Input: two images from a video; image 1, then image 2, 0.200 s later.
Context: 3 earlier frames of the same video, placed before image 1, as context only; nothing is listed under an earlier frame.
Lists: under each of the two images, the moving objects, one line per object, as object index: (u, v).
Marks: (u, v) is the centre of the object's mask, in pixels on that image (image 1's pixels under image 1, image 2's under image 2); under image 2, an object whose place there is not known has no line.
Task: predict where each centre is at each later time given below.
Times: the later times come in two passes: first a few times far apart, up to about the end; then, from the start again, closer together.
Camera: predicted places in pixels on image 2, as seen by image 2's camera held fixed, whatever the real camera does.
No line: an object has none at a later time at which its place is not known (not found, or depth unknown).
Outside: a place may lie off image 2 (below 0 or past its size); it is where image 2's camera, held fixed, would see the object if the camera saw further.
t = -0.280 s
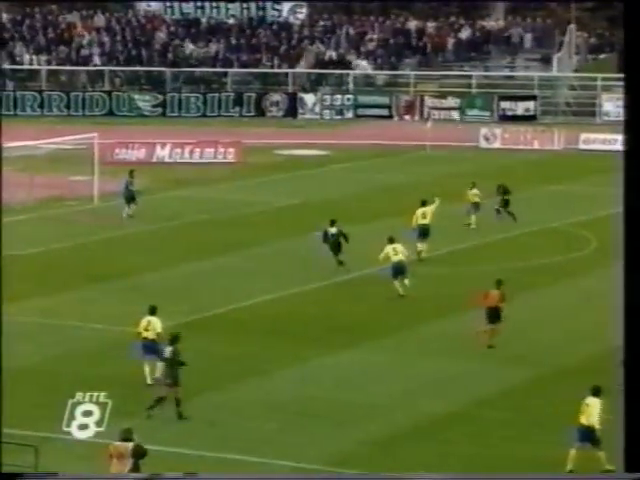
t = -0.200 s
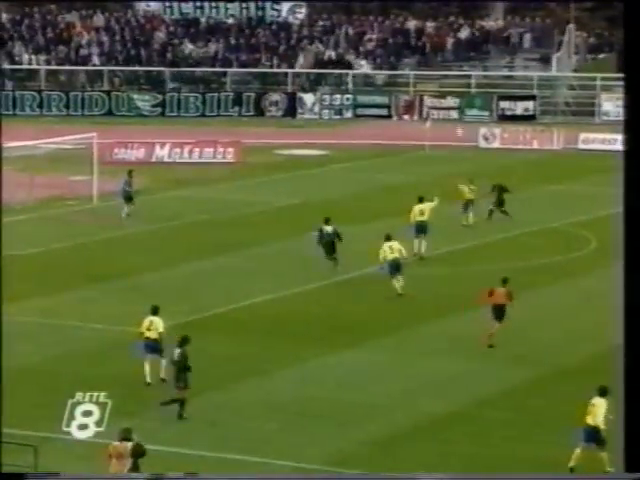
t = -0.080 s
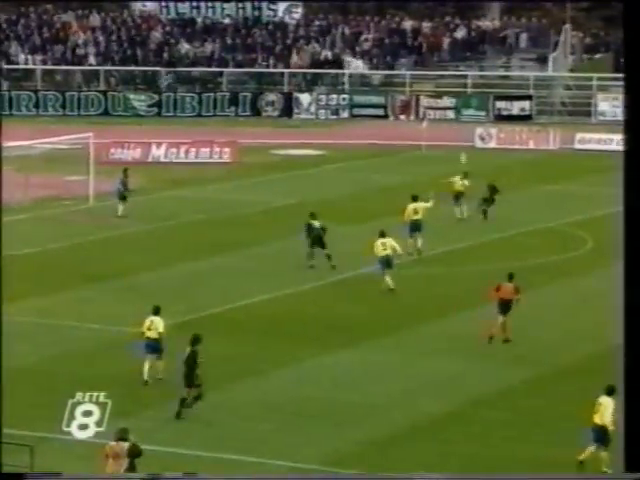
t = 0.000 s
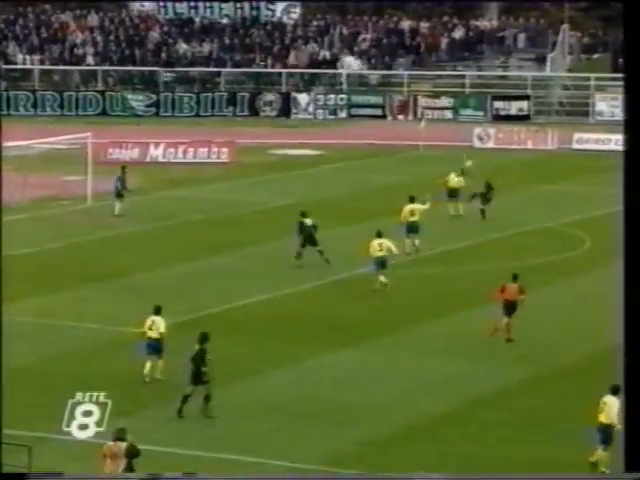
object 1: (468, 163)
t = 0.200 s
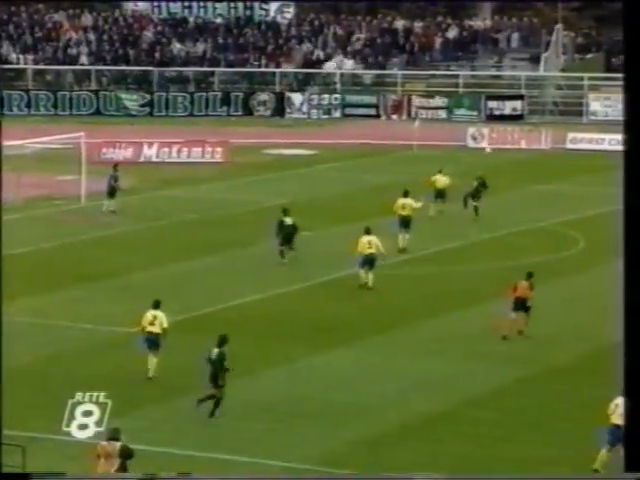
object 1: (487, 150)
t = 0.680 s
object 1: (542, 173)
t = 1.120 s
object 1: (580, 166)
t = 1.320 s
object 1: (597, 160)
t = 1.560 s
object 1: (614, 167)
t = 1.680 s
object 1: (622, 176)
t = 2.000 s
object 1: (646, 164)
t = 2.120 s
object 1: (654, 164)
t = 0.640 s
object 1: (538, 169)
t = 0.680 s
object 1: (542, 173)
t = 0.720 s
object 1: (547, 178)
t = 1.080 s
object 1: (577, 169)
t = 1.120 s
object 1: (580, 166)
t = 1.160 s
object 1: (583, 164)
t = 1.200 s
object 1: (586, 162)
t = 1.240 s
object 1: (590, 161)
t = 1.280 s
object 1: (593, 160)
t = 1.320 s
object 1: (597, 160)
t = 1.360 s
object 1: (599, 160)
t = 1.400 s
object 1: (602, 161)
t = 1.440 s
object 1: (605, 162)
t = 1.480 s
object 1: (608, 163)
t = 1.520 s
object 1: (611, 165)
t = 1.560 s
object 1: (614, 167)
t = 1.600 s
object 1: (617, 170)
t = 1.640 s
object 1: (619, 173)
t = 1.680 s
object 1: (622, 176)
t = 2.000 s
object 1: (646, 164)
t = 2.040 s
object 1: (650, 164)
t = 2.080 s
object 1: (653, 163)
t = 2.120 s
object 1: (654, 164)
